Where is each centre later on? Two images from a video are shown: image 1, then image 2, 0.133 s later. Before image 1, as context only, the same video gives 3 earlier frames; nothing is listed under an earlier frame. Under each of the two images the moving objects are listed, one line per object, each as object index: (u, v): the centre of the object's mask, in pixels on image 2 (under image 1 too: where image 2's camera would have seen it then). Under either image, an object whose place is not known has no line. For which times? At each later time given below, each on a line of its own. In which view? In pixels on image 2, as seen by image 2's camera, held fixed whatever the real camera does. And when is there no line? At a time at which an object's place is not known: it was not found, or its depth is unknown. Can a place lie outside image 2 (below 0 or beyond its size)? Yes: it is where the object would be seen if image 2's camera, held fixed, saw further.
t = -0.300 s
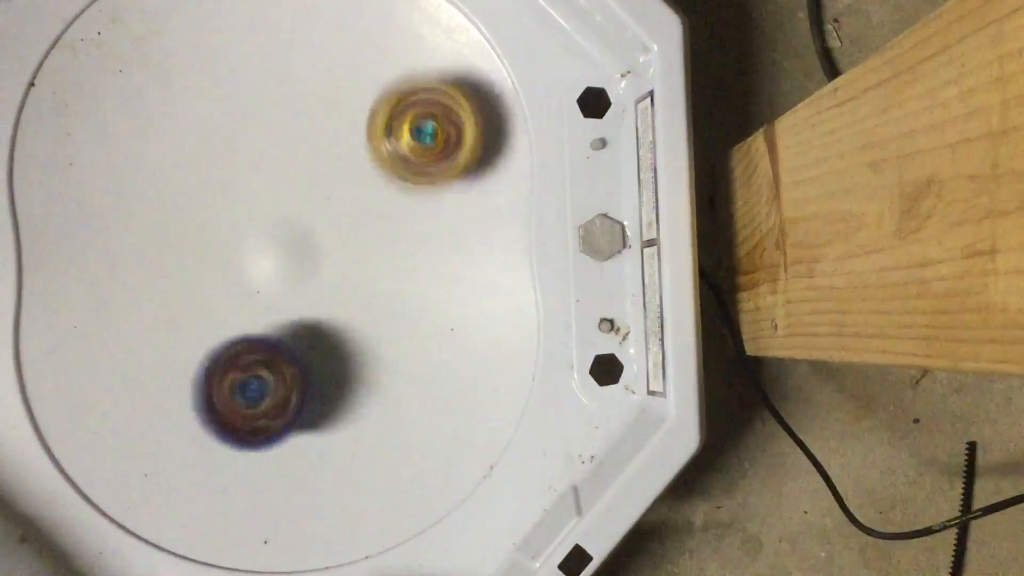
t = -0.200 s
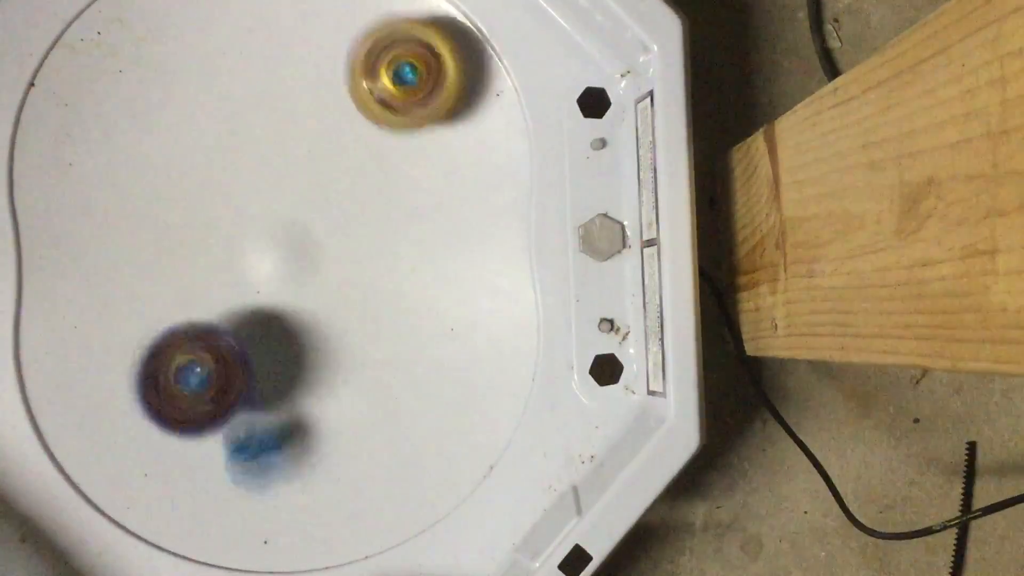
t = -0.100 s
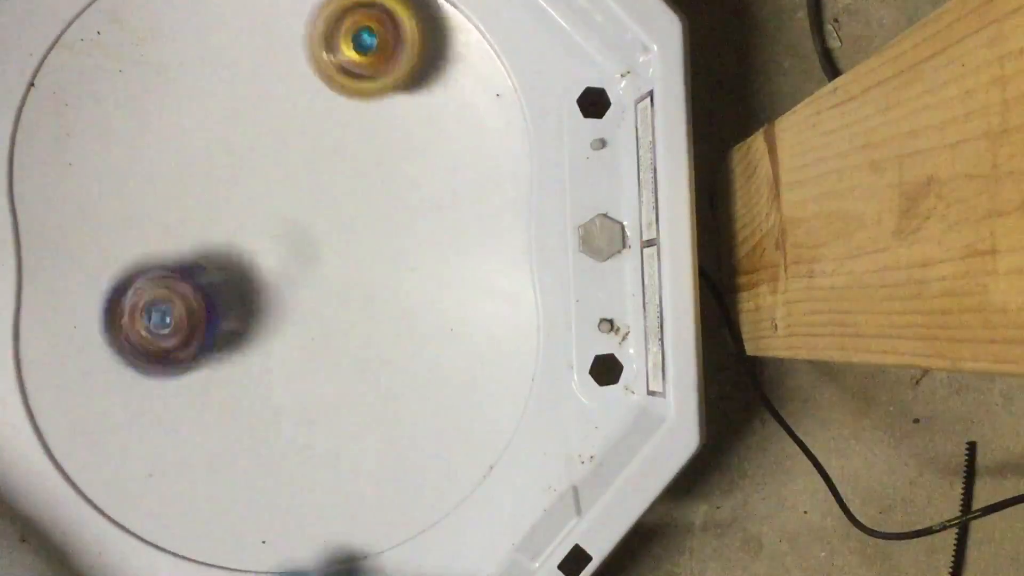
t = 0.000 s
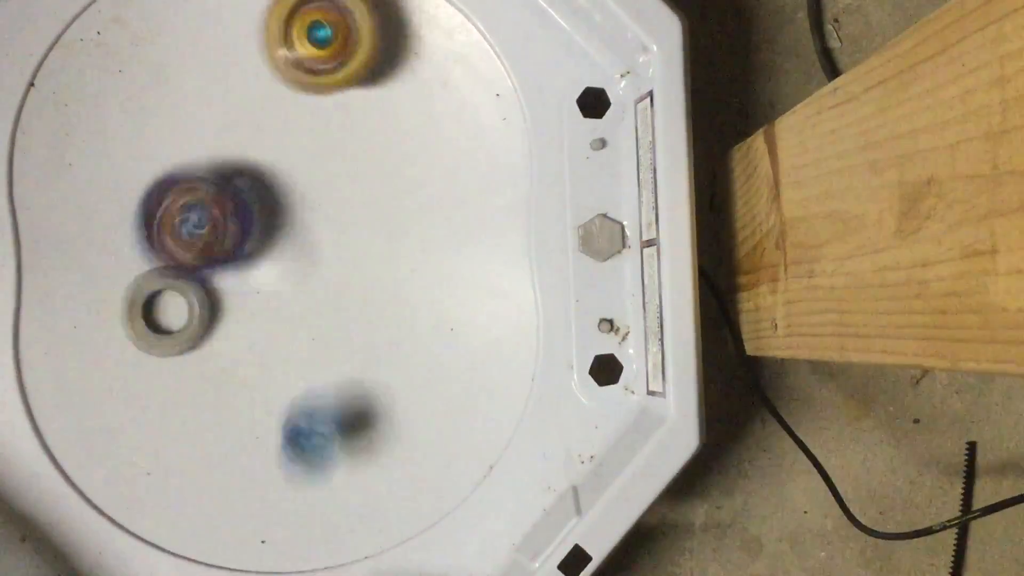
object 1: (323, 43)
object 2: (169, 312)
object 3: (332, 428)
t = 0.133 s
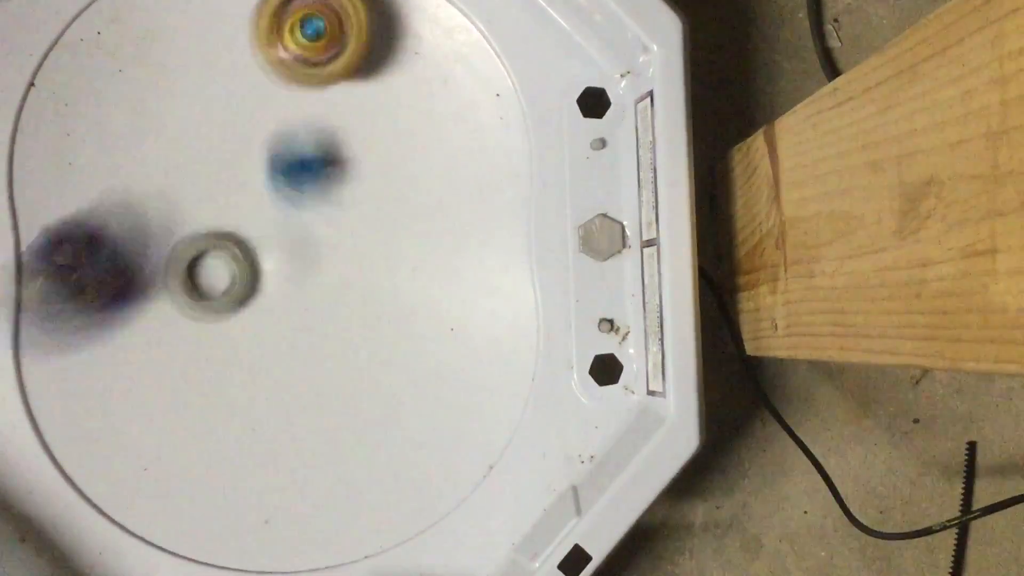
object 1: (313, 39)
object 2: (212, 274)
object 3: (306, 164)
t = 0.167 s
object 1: (329, 36)
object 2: (226, 263)
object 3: (298, 107)
